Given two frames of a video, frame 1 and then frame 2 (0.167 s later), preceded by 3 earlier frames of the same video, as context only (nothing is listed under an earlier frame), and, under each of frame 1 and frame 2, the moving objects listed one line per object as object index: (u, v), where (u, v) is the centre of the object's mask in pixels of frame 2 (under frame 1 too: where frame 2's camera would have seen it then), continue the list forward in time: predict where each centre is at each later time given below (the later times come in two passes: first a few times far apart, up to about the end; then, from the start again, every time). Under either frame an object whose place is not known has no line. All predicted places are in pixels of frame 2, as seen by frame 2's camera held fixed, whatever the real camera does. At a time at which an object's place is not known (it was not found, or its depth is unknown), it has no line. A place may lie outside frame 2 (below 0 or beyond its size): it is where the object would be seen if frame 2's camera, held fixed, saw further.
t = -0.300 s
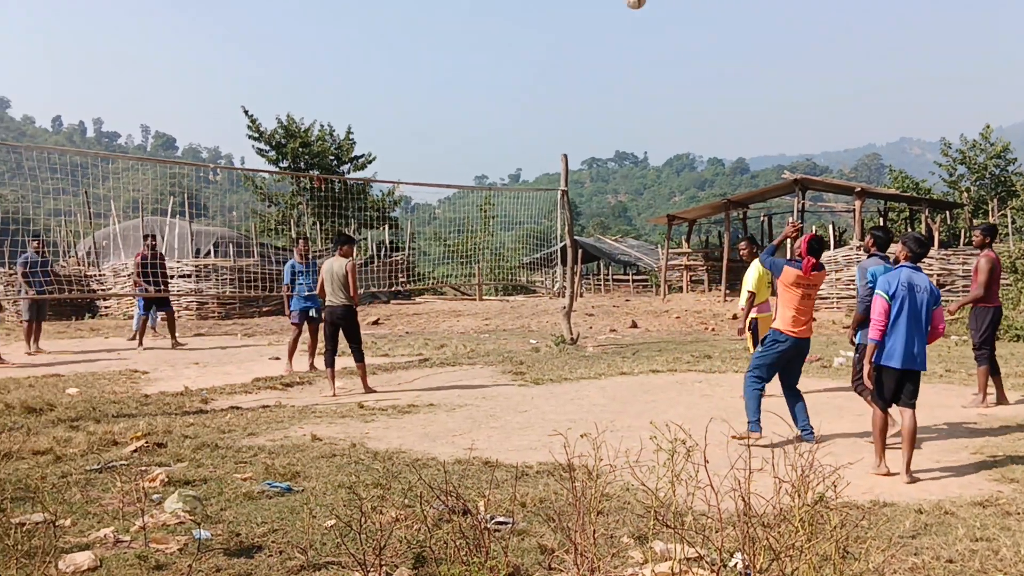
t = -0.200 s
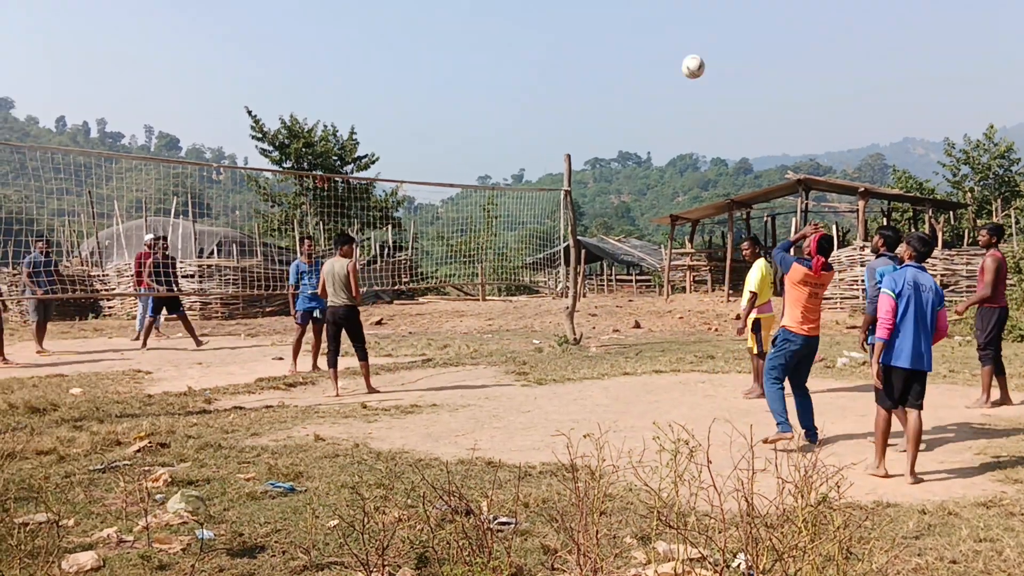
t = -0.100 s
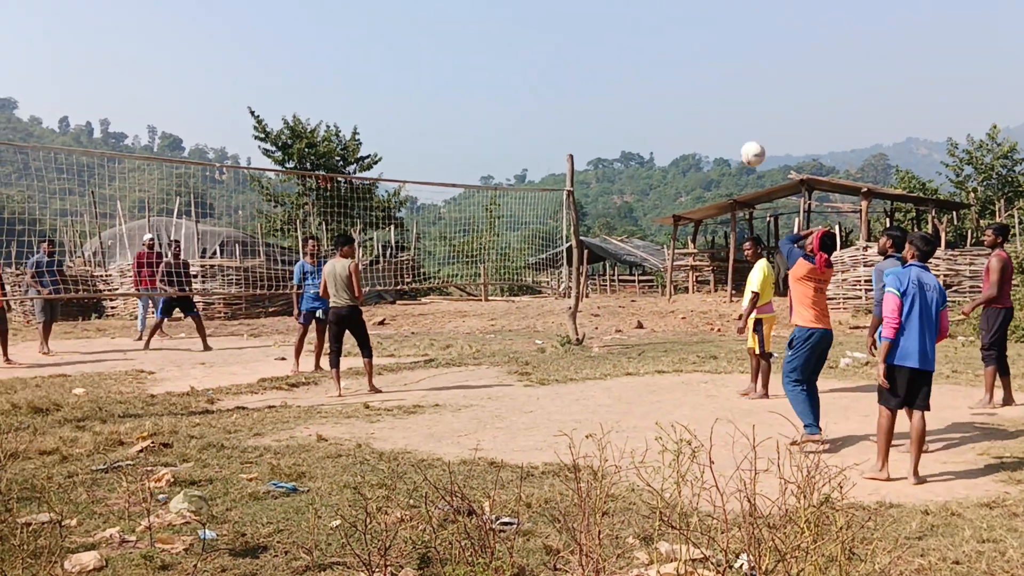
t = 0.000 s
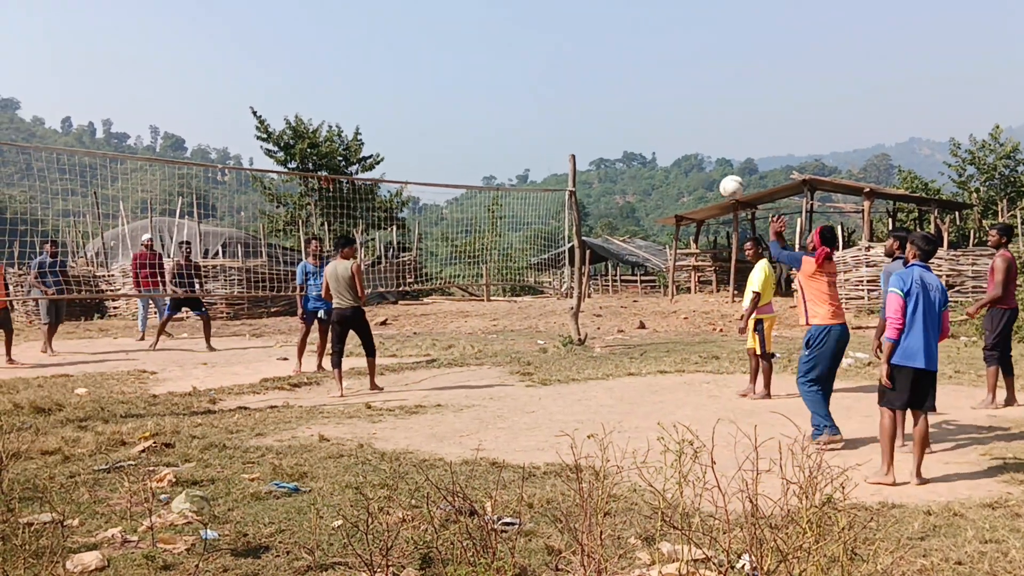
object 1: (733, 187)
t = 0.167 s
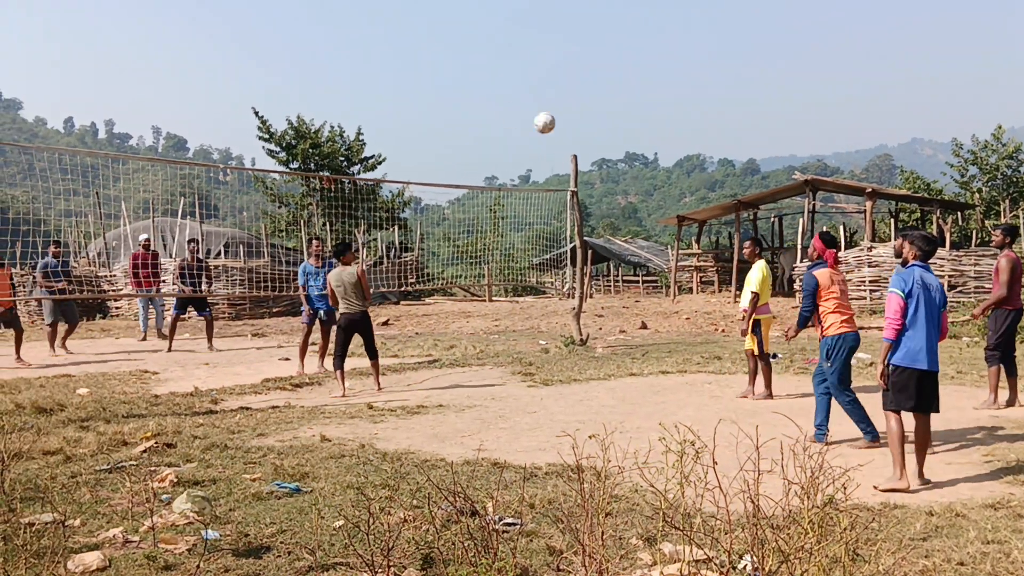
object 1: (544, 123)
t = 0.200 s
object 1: (512, 115)
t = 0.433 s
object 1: (313, 98)
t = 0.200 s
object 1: (512, 115)
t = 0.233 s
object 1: (480, 108)
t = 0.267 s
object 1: (450, 103)
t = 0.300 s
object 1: (420, 99)
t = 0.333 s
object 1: (392, 97)
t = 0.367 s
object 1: (365, 96)
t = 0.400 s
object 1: (338, 96)
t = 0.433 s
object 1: (313, 98)
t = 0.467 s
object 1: (289, 100)
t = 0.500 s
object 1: (266, 103)
